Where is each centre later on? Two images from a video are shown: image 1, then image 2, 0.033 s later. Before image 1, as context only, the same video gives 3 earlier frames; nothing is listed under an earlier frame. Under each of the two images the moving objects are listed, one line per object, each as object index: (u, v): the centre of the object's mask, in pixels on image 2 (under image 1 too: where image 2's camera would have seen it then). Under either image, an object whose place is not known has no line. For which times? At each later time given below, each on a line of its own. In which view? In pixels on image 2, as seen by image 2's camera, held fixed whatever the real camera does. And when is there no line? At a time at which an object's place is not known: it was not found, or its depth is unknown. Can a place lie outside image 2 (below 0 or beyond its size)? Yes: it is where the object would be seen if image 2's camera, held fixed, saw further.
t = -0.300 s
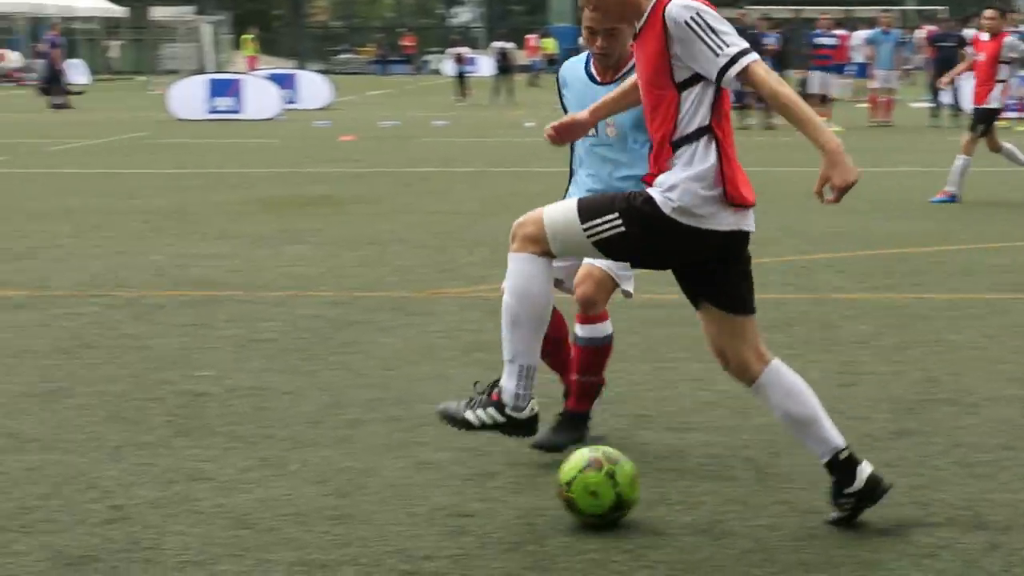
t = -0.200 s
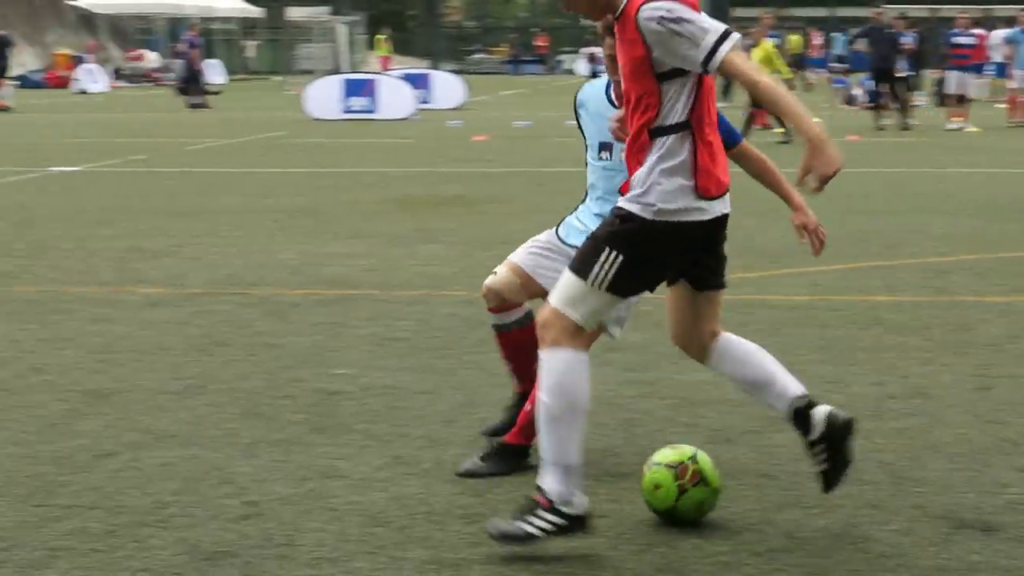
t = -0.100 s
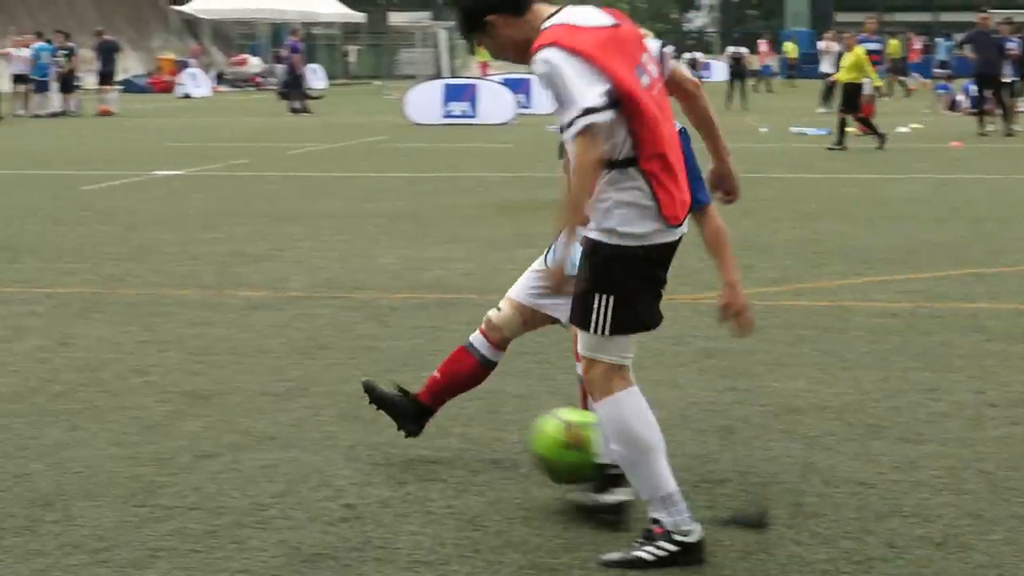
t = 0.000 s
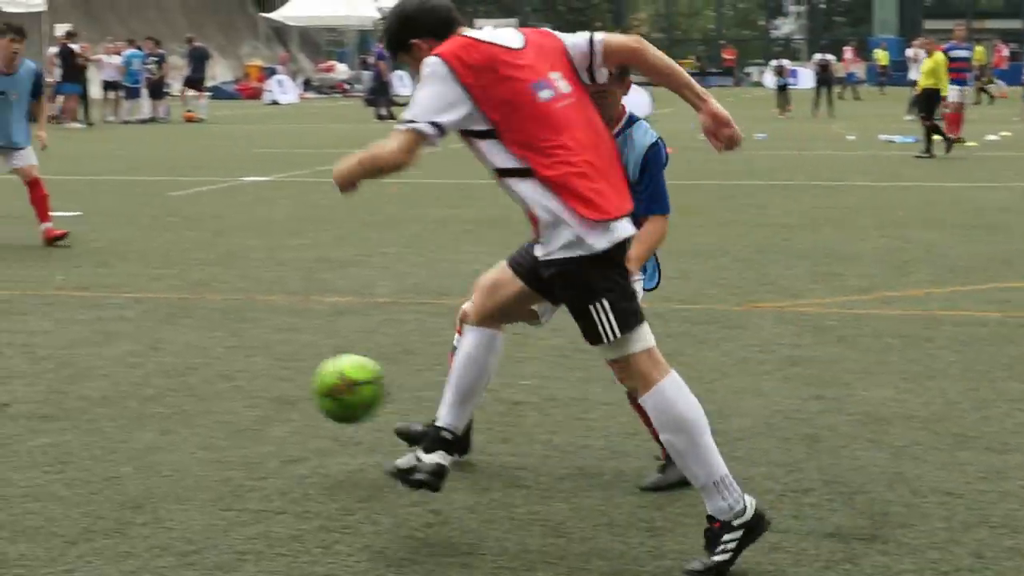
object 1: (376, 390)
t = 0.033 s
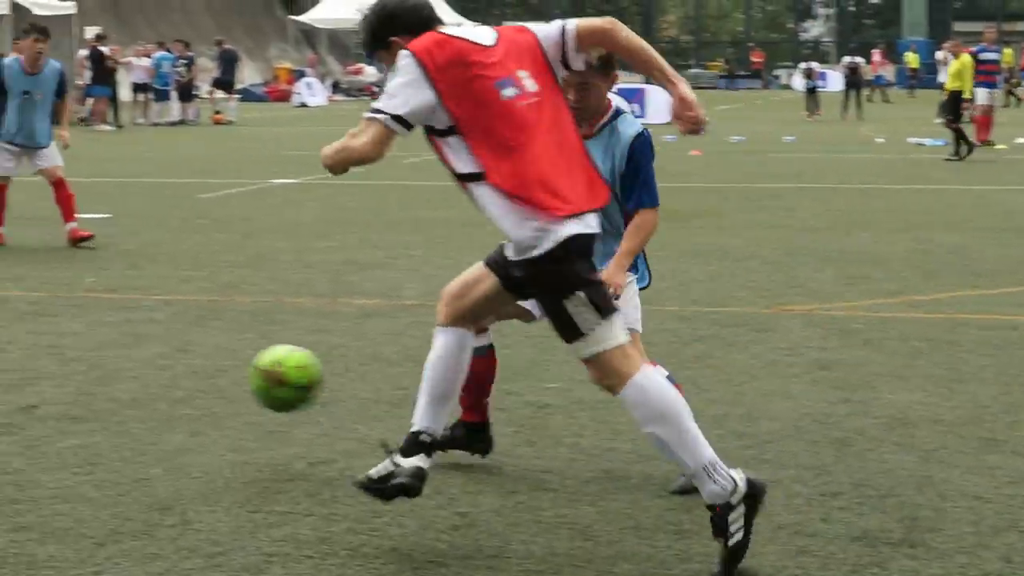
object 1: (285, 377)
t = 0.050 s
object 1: (241, 373)
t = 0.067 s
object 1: (198, 368)
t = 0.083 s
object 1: (157, 365)
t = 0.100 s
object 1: (116, 363)
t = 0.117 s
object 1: (76, 361)
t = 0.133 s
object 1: (37, 361)
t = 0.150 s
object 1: (0, 361)
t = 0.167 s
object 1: (-36, 362)
